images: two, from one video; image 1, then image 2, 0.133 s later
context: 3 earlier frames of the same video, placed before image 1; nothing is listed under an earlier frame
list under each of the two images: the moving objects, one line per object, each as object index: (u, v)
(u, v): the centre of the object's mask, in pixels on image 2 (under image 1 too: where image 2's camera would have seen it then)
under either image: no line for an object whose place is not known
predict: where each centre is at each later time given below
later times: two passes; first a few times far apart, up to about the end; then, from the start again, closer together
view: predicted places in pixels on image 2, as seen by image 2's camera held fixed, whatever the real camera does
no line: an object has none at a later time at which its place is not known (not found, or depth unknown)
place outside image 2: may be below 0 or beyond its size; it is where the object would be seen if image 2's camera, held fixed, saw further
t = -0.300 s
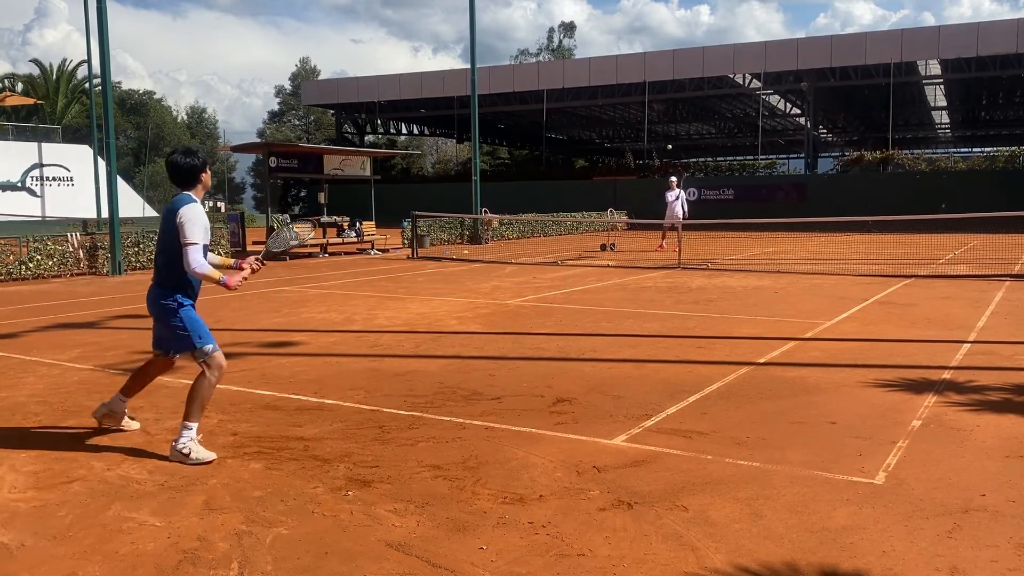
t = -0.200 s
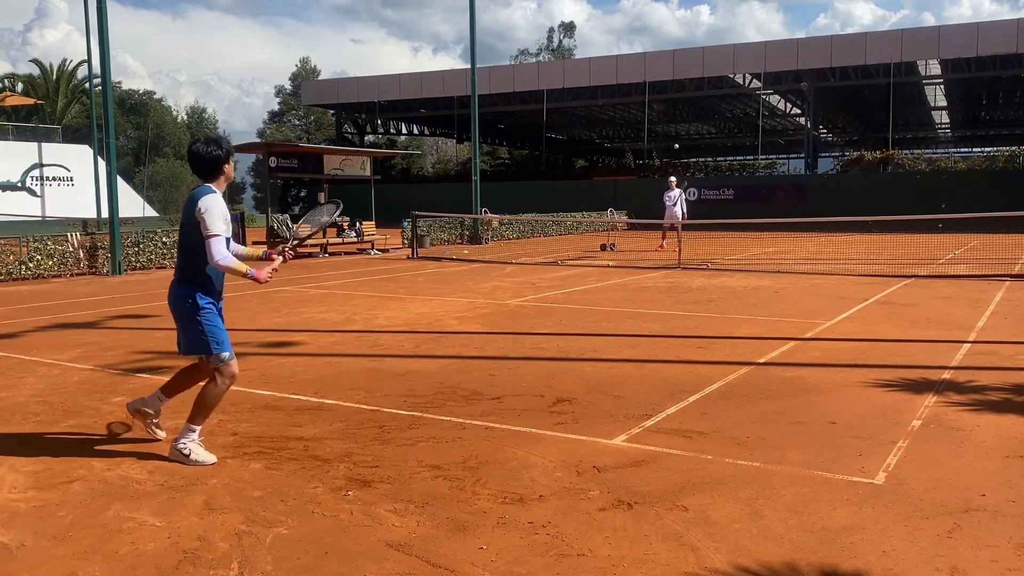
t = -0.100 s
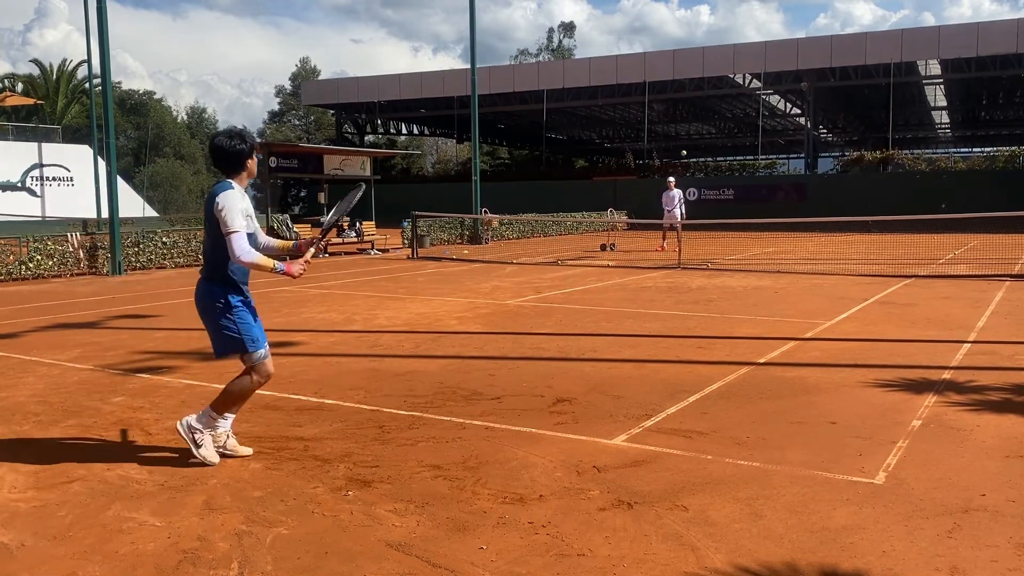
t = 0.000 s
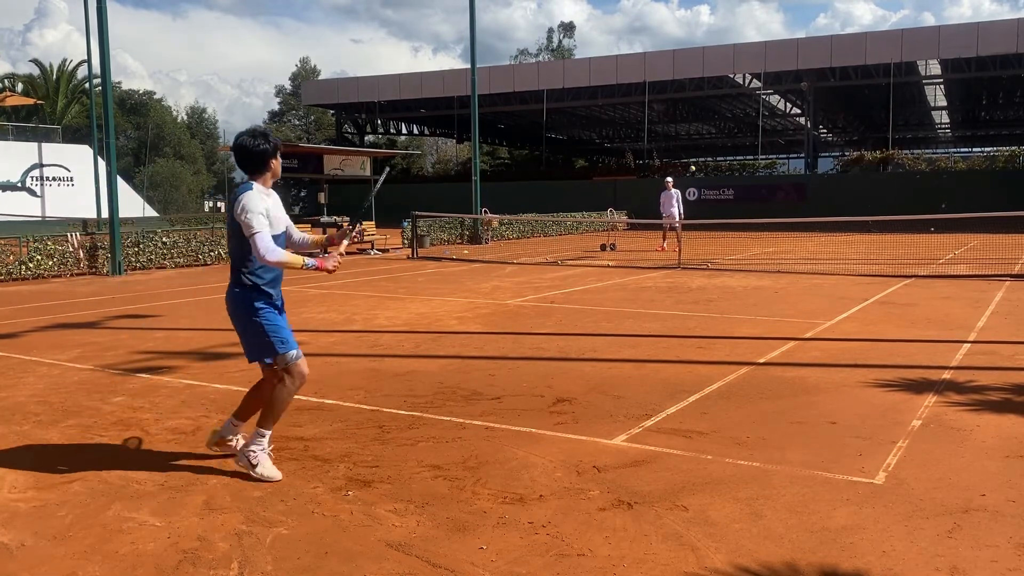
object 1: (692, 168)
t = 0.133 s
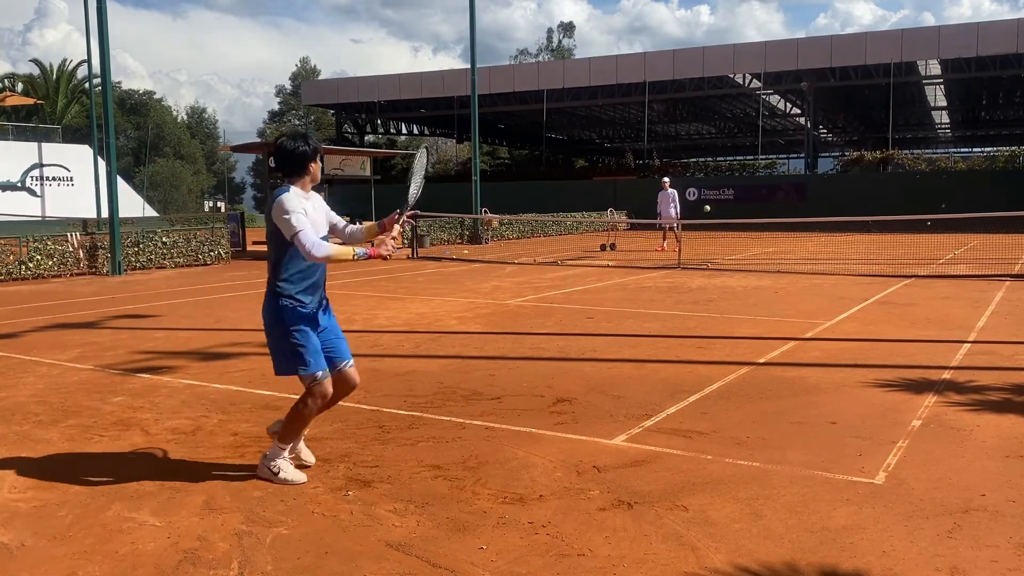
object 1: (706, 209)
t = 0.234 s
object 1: (720, 259)
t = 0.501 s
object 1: (765, 292)
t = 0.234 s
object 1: (720, 259)
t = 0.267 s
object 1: (725, 280)
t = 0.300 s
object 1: (731, 305)
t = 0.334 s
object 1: (738, 334)
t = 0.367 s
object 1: (744, 357)
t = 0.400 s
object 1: (749, 339)
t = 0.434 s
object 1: (754, 323)
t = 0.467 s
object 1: (760, 307)
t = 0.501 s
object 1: (765, 292)
